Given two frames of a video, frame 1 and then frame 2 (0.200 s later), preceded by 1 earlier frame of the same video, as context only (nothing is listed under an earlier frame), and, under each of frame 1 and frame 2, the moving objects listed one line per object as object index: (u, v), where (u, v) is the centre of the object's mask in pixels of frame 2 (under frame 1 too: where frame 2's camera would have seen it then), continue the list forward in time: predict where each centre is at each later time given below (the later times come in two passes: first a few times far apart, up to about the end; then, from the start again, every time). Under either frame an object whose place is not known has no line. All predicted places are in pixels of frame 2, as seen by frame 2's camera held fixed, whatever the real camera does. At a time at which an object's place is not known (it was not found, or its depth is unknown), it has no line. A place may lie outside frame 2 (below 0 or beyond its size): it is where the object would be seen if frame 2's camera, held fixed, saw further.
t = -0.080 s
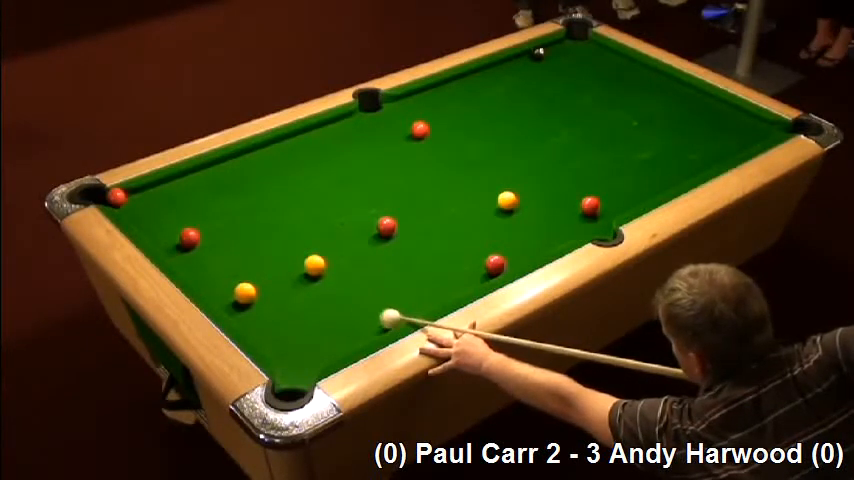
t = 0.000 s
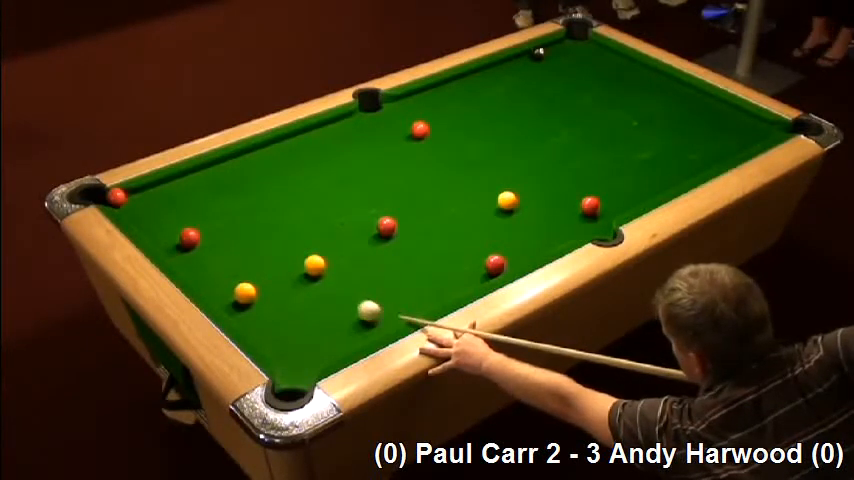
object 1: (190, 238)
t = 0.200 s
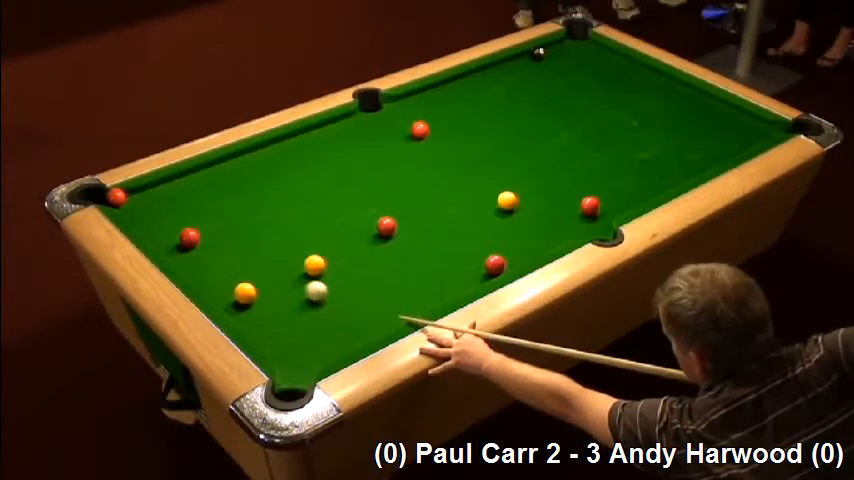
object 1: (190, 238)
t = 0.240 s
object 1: (189, 238)
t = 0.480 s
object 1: (190, 238)
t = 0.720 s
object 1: (188, 236)
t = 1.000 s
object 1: (164, 222)
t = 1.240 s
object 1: (147, 210)
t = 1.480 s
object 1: (134, 200)
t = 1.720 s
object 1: (134, 194)
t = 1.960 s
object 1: (137, 194)
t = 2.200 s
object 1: (138, 196)
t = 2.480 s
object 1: (140, 196)
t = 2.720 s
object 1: (140, 196)
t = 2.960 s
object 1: (139, 196)
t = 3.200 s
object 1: (139, 196)
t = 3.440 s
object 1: (139, 196)
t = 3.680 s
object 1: (139, 196)
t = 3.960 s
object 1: (139, 196)
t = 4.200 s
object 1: (139, 196)
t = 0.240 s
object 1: (189, 238)
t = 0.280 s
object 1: (190, 238)
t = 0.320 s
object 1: (189, 238)
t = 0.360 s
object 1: (190, 238)
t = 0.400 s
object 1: (190, 238)
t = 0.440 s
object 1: (190, 238)
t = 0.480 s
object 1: (190, 238)
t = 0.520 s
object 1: (190, 238)
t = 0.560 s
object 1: (189, 238)
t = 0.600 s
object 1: (189, 238)
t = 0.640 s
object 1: (190, 238)
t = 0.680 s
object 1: (189, 238)
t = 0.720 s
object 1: (188, 236)
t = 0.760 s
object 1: (185, 234)
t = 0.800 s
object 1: (181, 232)
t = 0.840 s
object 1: (178, 230)
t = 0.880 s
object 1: (174, 228)
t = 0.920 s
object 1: (171, 225)
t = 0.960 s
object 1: (168, 224)
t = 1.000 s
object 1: (164, 222)
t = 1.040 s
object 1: (161, 219)
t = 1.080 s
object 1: (158, 217)
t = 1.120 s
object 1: (156, 215)
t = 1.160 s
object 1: (153, 214)
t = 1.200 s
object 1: (150, 212)
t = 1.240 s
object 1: (147, 210)
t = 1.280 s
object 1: (145, 208)
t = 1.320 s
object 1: (142, 206)
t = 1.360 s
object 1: (140, 205)
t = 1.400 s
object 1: (137, 203)
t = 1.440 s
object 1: (136, 201)
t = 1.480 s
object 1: (134, 200)
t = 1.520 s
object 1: (133, 199)
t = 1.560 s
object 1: (133, 198)
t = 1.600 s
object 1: (133, 197)
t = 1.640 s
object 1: (134, 196)
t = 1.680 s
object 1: (134, 195)
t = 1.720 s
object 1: (134, 194)
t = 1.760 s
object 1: (134, 194)
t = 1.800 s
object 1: (135, 194)
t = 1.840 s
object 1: (135, 194)
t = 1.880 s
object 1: (136, 194)
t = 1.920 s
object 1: (136, 194)
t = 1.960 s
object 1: (137, 194)
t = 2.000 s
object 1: (137, 195)
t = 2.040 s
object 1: (137, 195)
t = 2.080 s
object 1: (138, 196)
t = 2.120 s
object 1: (138, 196)
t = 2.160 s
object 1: (138, 196)
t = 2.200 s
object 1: (138, 196)
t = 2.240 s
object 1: (139, 196)
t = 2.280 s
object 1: (139, 196)
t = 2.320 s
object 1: (139, 196)
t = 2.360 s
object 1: (140, 196)
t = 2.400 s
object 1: (140, 196)
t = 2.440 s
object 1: (140, 196)
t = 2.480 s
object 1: (140, 196)
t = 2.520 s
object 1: (140, 196)
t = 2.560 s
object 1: (140, 196)
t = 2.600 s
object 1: (140, 196)
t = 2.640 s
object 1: (139, 196)
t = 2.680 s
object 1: (140, 196)
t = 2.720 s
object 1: (140, 196)
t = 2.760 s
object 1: (140, 196)
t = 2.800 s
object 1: (140, 196)
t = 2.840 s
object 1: (140, 196)
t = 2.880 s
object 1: (140, 196)
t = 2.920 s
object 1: (139, 196)
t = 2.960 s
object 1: (139, 196)
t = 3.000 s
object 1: (139, 196)
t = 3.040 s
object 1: (139, 196)
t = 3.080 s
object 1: (139, 196)
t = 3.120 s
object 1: (139, 196)
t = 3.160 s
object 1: (139, 196)
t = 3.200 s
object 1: (139, 196)
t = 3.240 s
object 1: (139, 196)
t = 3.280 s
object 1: (139, 196)
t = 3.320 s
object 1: (139, 196)
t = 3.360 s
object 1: (139, 196)
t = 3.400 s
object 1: (139, 196)
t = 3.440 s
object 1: (139, 196)
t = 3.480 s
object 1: (139, 196)
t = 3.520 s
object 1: (139, 196)
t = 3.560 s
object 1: (139, 196)
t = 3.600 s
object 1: (139, 196)
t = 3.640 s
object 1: (139, 196)
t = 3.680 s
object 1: (139, 196)
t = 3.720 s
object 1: (139, 196)
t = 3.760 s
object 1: (139, 196)
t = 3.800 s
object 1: (139, 196)
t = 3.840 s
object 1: (139, 196)
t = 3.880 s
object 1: (139, 196)
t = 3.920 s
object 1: (139, 196)
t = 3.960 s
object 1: (139, 196)
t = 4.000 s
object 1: (139, 196)
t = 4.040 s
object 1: (139, 196)
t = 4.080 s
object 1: (139, 196)
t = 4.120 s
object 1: (139, 196)
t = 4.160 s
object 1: (139, 196)
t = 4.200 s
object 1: (139, 196)
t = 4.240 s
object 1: (139, 196)
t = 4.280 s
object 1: (139, 196)
